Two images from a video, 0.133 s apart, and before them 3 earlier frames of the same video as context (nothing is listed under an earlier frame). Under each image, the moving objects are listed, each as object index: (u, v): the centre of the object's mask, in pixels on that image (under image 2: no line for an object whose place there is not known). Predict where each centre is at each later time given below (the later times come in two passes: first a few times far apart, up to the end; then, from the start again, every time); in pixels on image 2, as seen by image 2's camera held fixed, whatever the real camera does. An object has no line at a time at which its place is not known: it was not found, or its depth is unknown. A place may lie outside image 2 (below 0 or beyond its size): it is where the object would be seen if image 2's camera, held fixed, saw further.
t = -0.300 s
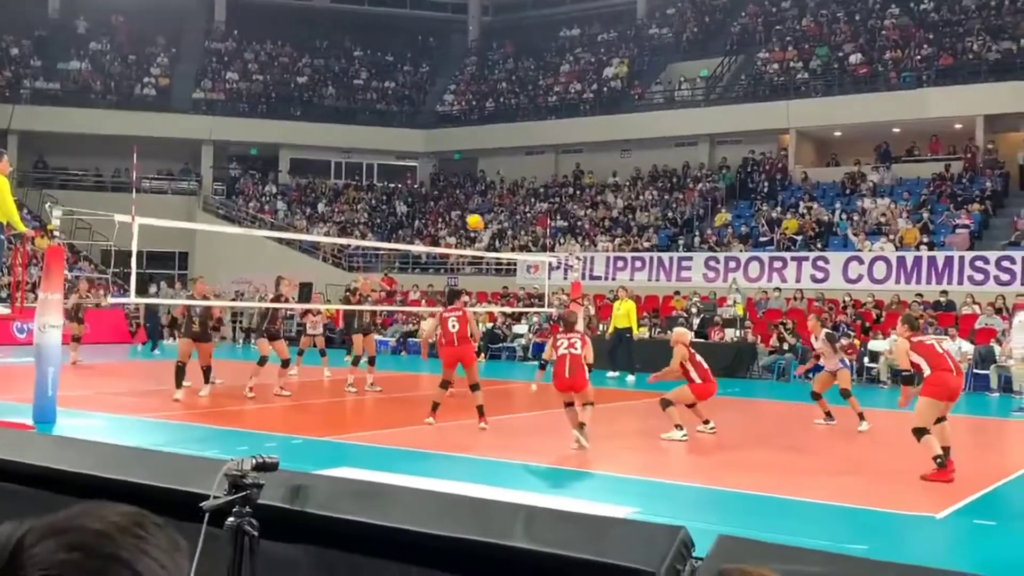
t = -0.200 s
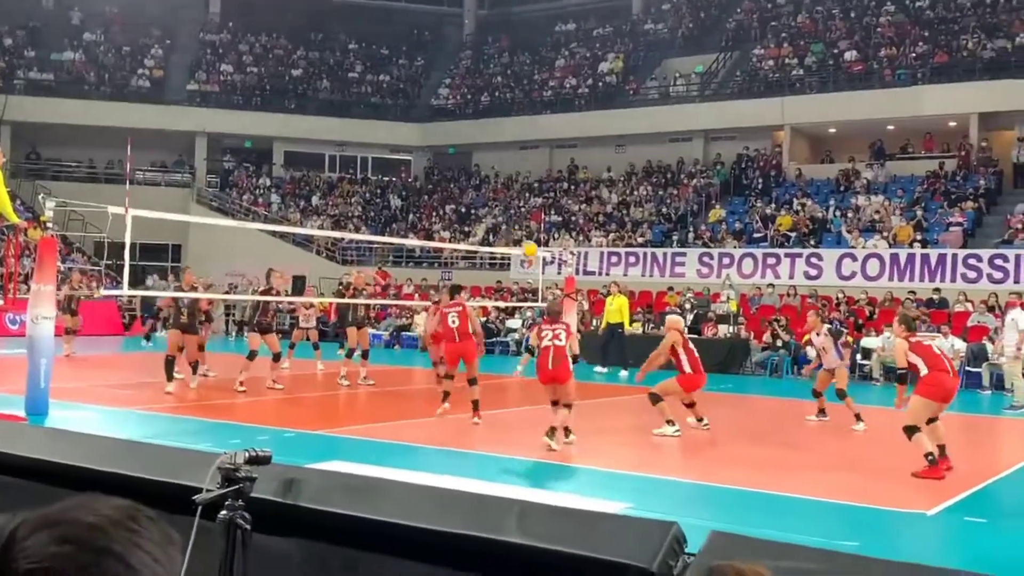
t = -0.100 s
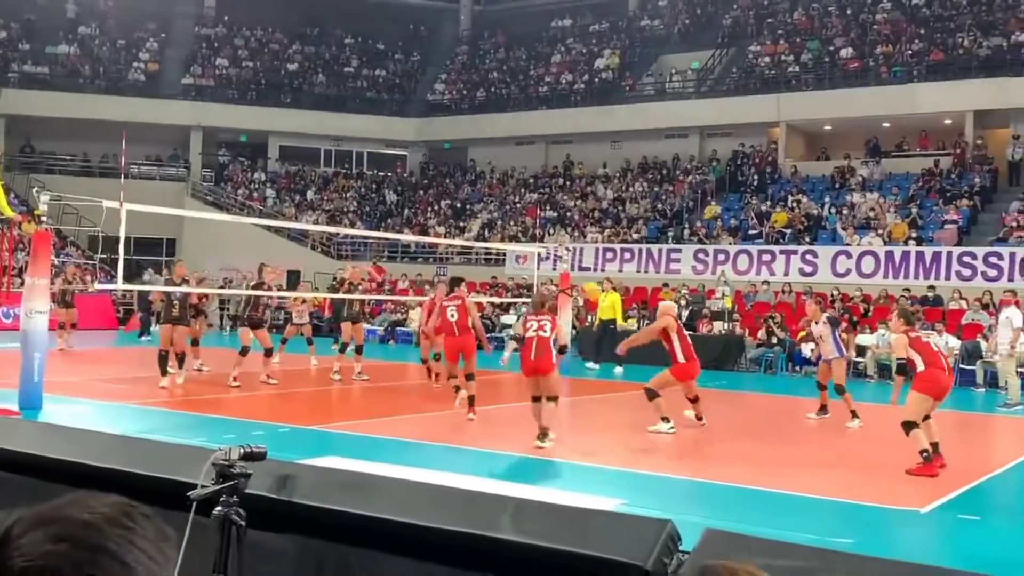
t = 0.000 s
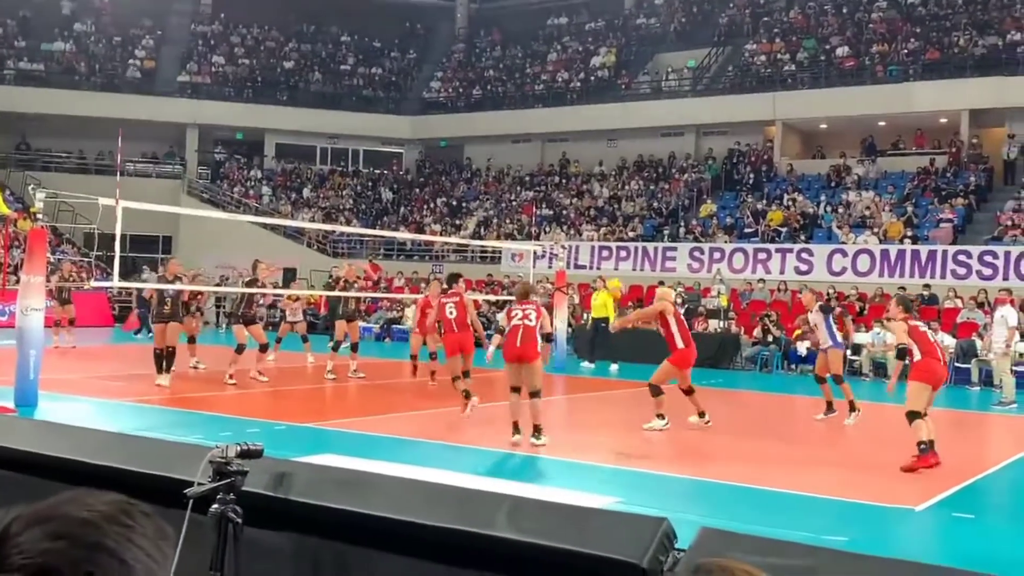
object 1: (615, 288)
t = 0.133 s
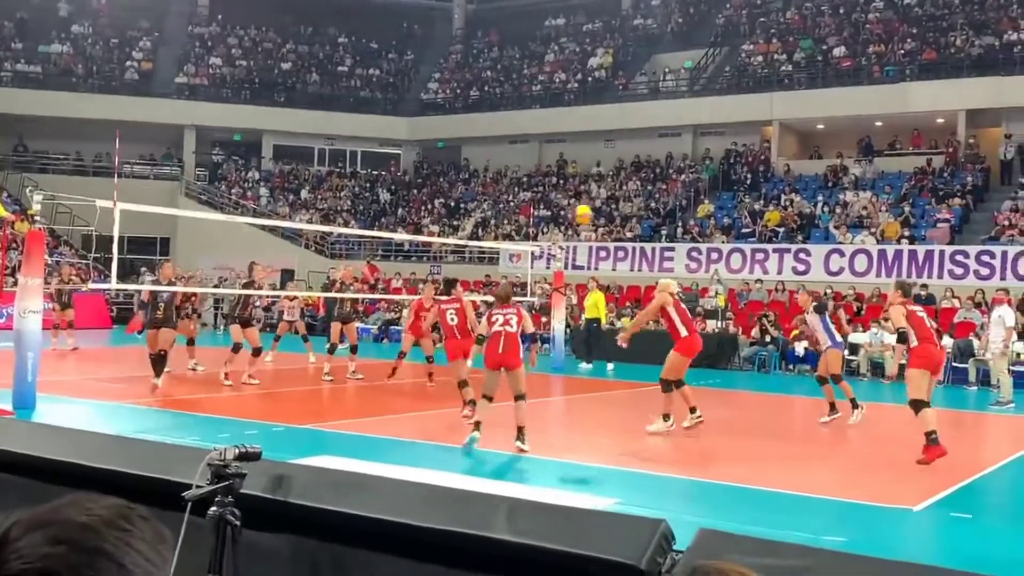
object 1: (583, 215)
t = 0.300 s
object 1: (549, 152)
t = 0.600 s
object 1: (494, 102)
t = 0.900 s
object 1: (447, 124)
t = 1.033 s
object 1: (427, 153)
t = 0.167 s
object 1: (576, 200)
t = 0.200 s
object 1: (569, 185)
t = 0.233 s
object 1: (562, 173)
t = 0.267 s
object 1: (556, 161)
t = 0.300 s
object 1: (549, 152)
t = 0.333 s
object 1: (543, 142)
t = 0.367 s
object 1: (536, 133)
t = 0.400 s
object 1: (530, 126)
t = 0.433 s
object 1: (524, 119)
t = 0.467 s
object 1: (518, 114)
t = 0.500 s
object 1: (512, 110)
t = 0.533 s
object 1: (506, 106)
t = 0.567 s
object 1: (500, 104)
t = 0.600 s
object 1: (494, 102)
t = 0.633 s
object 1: (489, 102)
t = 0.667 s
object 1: (483, 102)
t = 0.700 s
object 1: (478, 103)
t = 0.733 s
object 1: (472, 104)
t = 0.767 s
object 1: (467, 106)
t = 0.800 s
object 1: (462, 110)
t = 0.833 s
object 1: (457, 113)
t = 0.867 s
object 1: (452, 119)
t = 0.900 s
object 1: (447, 124)
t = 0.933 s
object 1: (441, 130)
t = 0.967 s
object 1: (437, 137)
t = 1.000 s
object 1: (432, 145)
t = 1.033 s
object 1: (427, 153)
